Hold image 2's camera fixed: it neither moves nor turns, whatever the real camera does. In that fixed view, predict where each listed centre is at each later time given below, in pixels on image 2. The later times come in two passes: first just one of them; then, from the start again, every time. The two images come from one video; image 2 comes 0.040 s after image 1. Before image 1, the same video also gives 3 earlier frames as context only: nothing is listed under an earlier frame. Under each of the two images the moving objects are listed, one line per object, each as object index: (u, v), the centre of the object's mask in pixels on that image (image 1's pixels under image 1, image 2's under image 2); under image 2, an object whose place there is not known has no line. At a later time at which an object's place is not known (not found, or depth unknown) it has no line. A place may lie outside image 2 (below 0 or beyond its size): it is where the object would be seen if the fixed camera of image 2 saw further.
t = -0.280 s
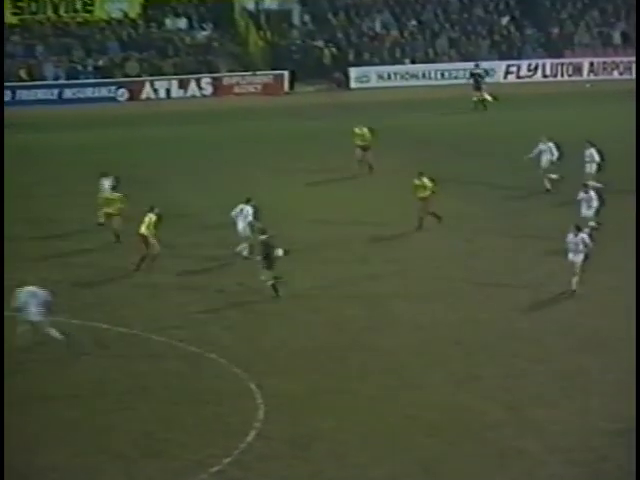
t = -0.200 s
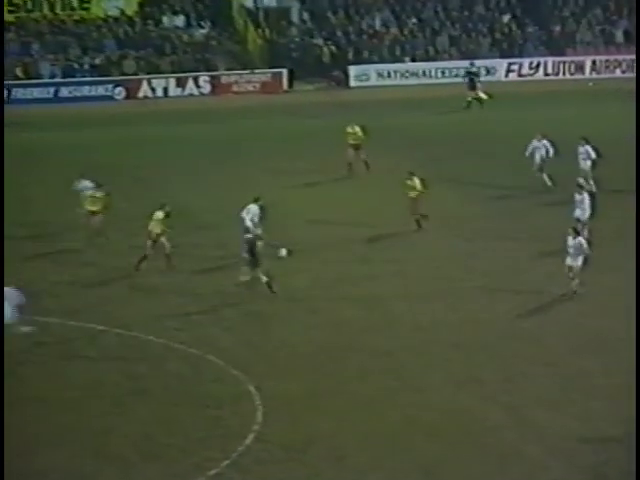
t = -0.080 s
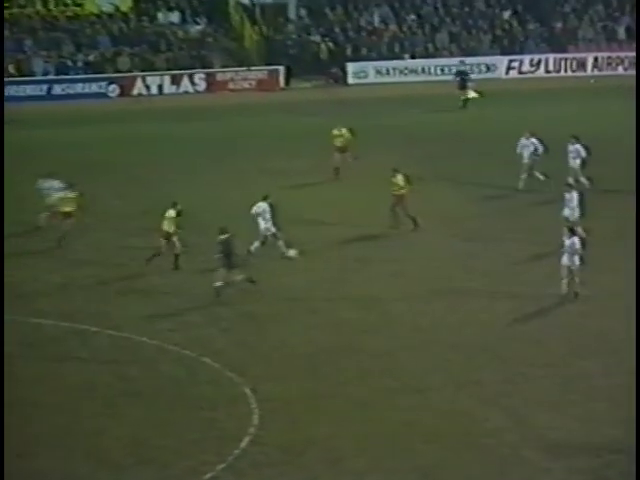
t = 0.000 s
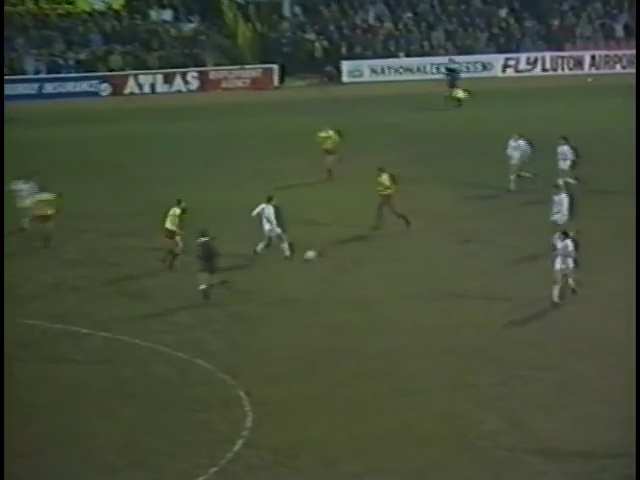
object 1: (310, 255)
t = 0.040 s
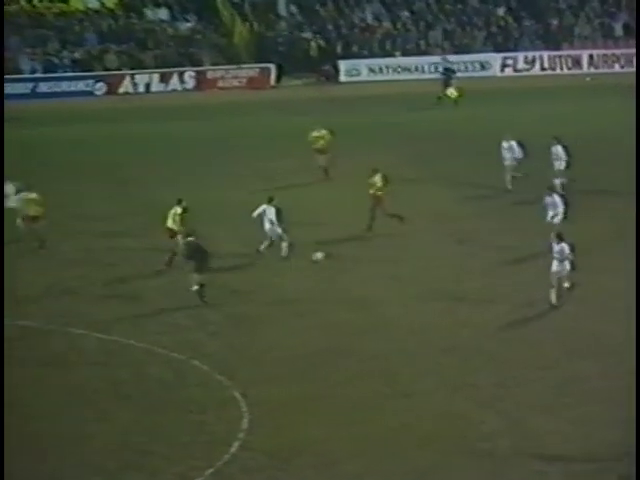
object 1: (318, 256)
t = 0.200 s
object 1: (361, 259)
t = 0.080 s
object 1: (329, 258)
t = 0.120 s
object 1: (340, 258)
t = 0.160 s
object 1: (351, 258)
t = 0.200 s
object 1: (361, 259)
